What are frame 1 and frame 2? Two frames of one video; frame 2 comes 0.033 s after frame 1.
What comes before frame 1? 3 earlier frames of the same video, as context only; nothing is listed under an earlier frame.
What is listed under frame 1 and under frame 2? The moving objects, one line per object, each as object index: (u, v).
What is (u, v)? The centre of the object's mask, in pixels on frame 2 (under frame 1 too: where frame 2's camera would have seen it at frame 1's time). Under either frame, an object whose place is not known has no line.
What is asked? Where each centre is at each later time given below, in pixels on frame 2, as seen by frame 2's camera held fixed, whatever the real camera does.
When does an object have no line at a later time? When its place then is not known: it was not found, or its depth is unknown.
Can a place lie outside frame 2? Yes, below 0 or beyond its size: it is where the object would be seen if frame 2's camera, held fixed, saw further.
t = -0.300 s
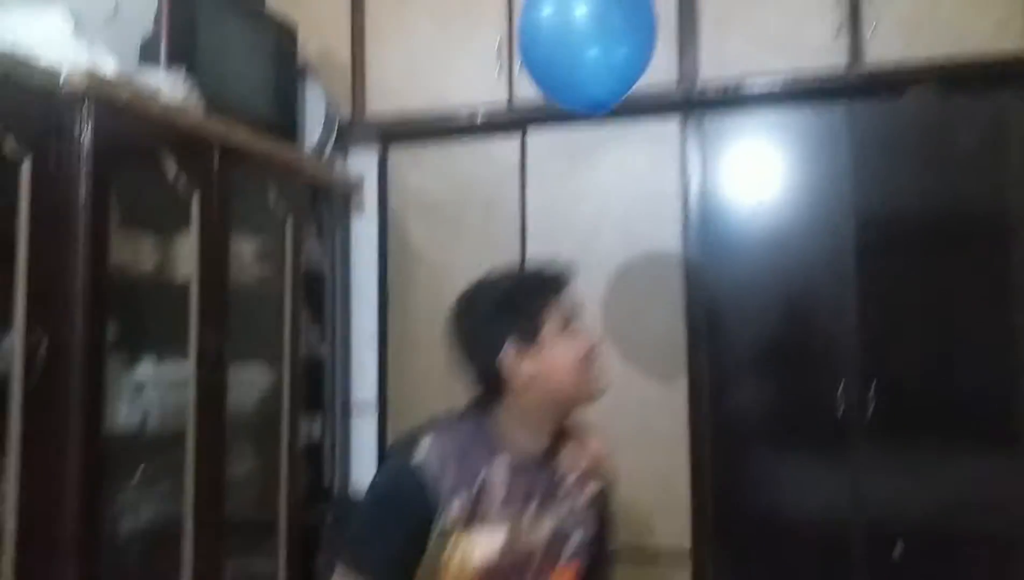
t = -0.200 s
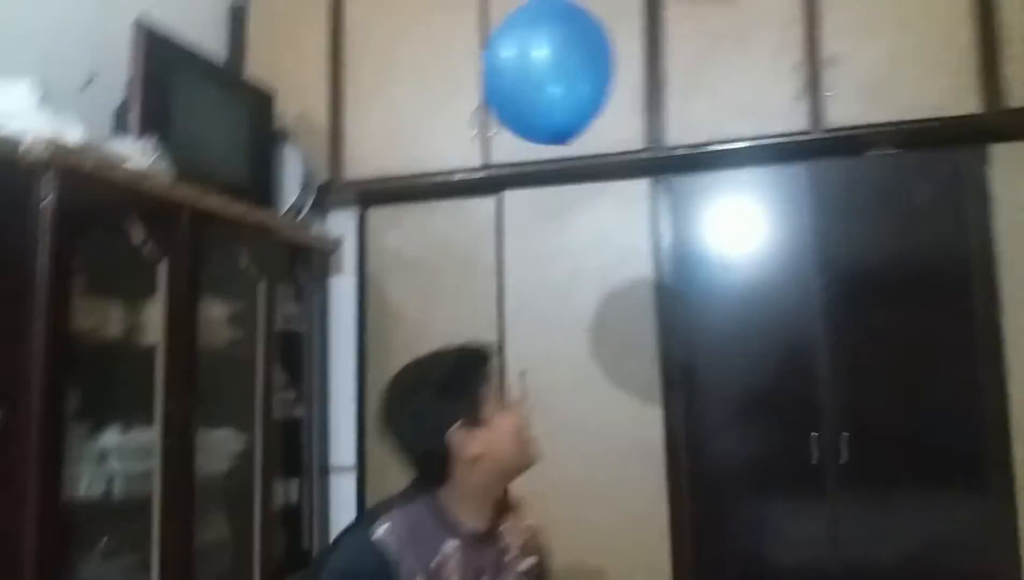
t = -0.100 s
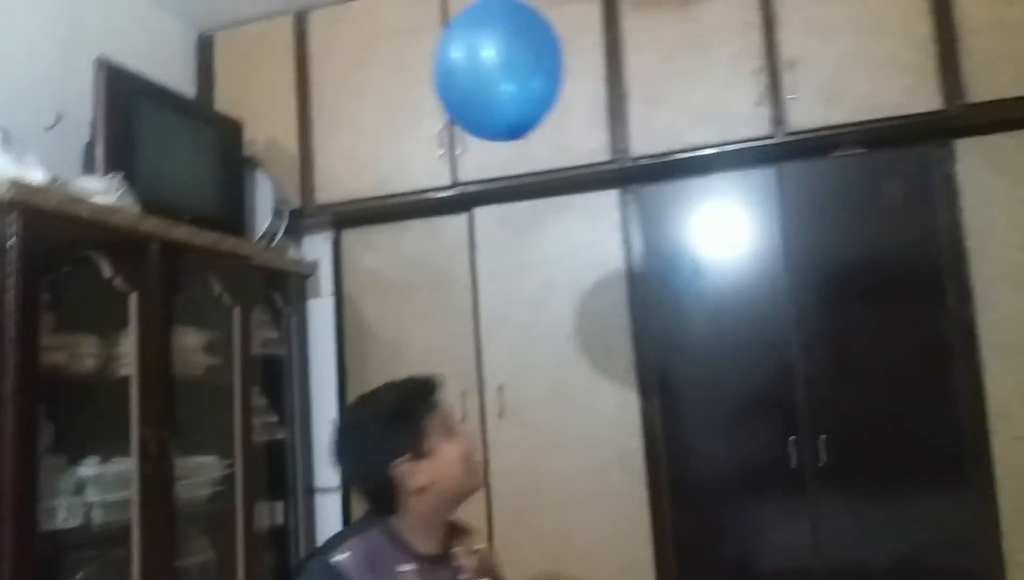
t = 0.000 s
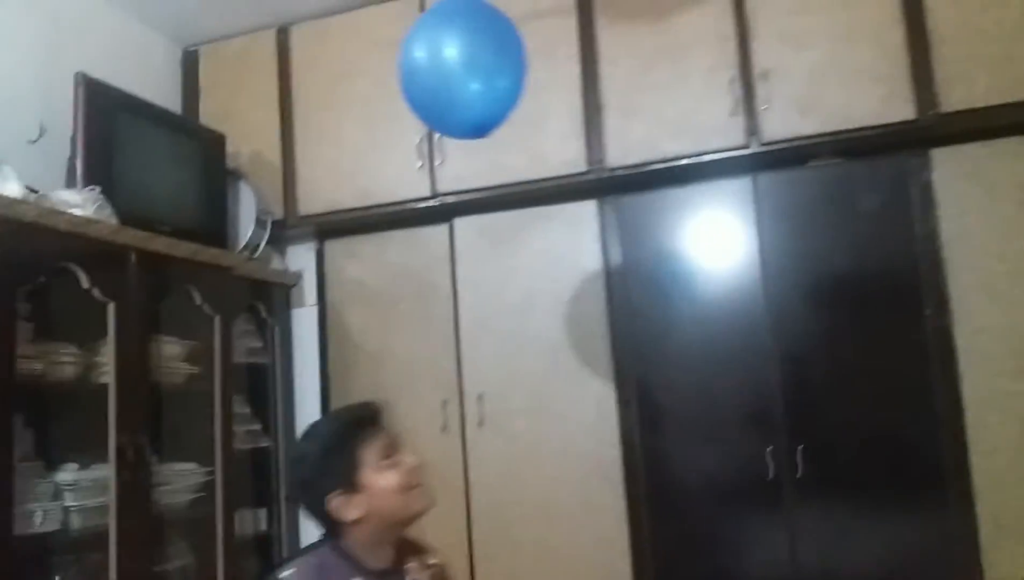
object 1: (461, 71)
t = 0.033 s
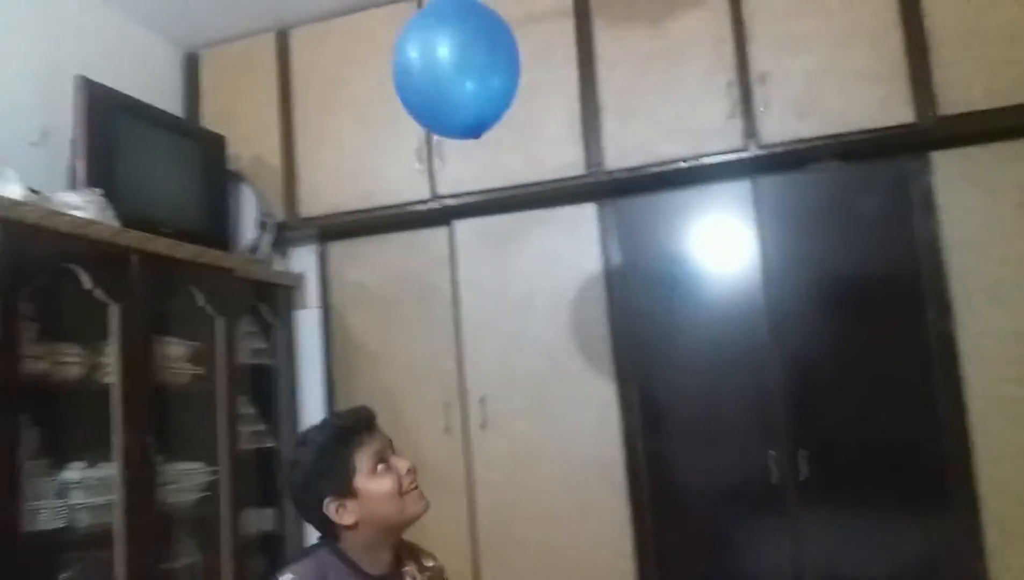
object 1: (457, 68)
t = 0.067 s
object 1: (451, 65)
